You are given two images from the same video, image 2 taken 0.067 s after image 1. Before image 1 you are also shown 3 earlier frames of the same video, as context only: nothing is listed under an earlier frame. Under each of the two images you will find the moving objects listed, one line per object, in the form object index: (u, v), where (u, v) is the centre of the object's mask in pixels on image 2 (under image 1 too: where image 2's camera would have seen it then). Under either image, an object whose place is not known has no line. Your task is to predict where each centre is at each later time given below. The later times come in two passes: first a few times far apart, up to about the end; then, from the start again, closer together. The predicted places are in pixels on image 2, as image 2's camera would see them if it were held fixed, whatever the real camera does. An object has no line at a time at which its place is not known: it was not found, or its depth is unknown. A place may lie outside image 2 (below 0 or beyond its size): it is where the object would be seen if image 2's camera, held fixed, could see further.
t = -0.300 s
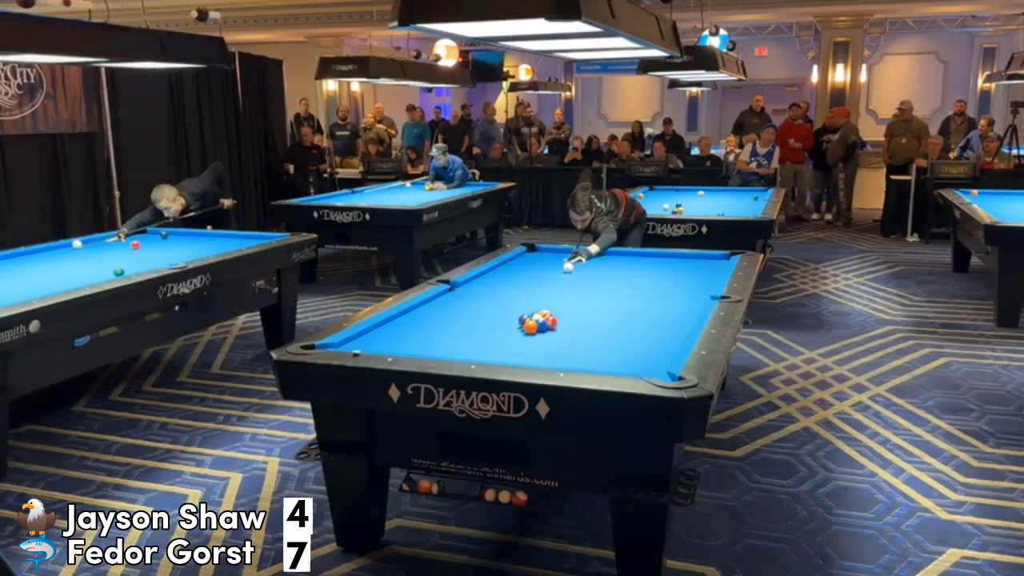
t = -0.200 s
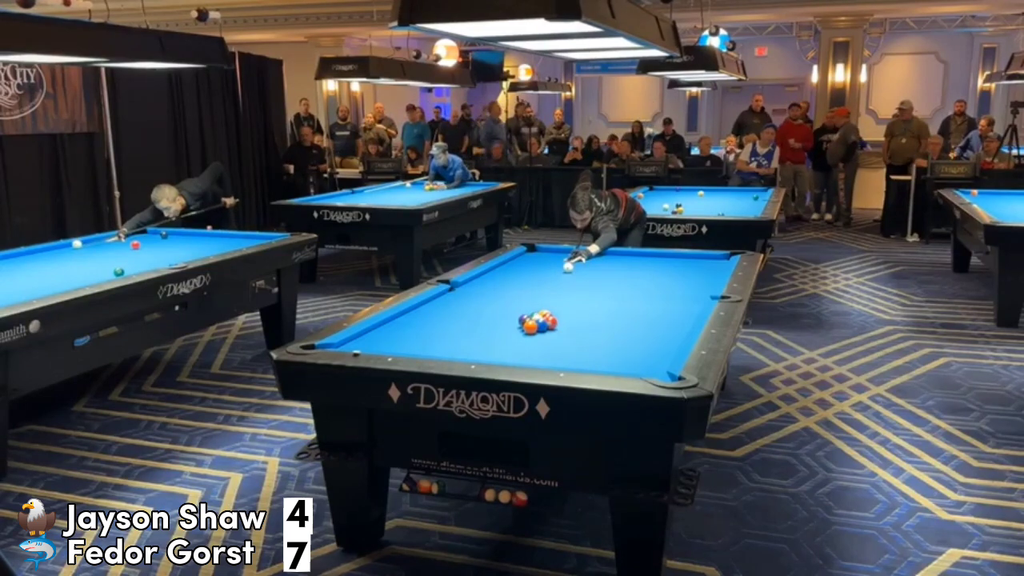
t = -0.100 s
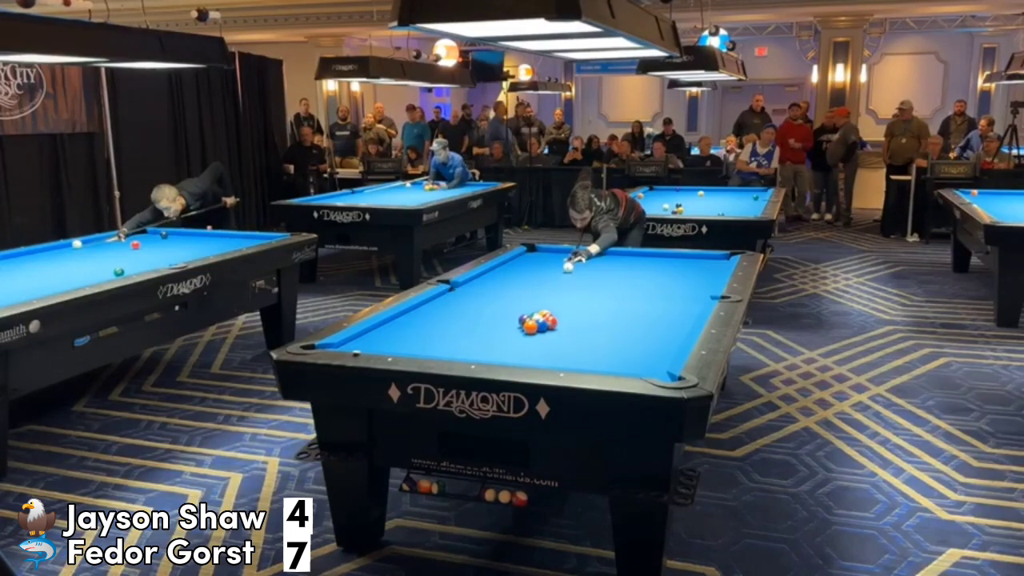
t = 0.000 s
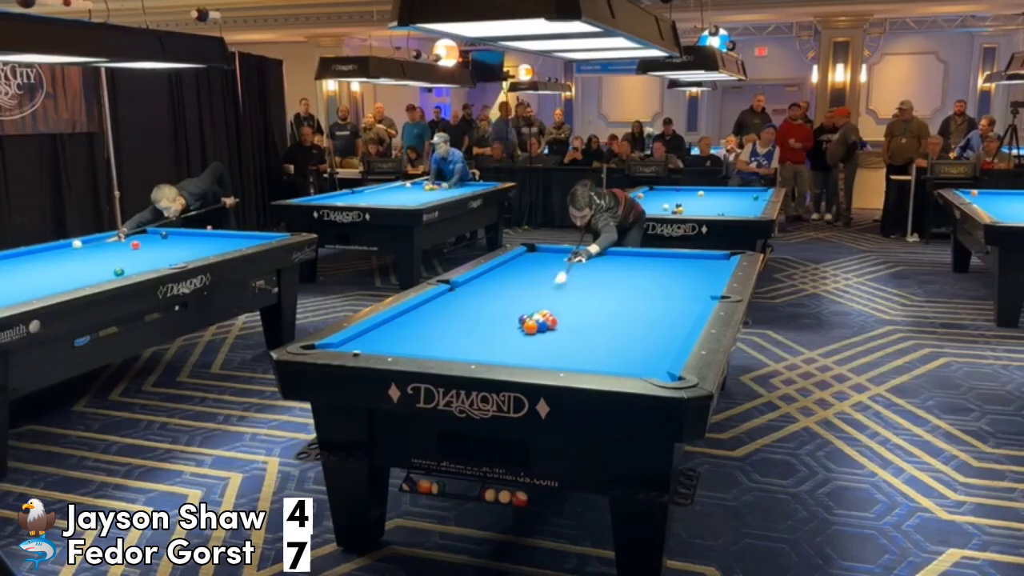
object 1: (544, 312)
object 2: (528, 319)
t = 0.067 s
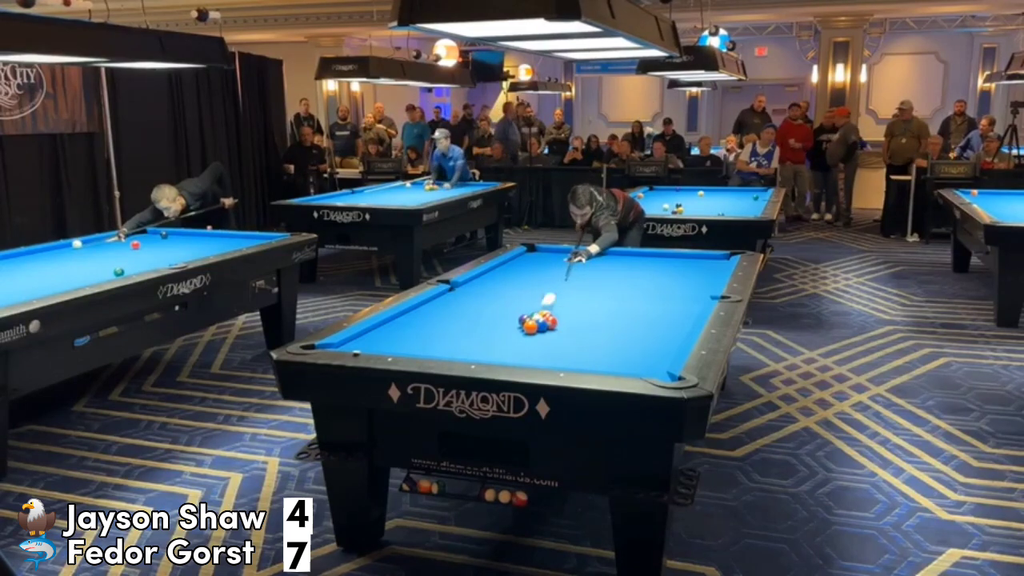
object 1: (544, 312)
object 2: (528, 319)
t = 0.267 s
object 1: (581, 312)
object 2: (496, 333)
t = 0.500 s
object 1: (625, 307)
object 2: (457, 342)
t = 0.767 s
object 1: (671, 301)
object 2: (374, 340)
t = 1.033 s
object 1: (703, 299)
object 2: (400, 344)
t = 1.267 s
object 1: (697, 303)
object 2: (448, 348)
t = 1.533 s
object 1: (691, 308)
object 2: (505, 354)
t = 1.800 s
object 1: (684, 313)
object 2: (545, 356)
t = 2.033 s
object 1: (679, 318)
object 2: (566, 354)
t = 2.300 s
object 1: (672, 322)
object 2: (586, 351)
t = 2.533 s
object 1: (667, 327)
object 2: (603, 349)
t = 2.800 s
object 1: (661, 331)
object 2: (621, 346)
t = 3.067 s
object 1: (655, 336)
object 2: (637, 344)
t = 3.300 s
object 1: (654, 337)
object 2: (648, 344)
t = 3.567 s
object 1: (653, 336)
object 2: (654, 347)
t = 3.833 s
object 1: (653, 337)
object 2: (660, 349)
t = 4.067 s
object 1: (653, 338)
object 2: (664, 351)
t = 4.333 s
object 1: (654, 338)
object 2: (668, 352)
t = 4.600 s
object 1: (653, 338)
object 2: (667, 353)
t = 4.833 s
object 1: (653, 338)
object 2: (666, 354)
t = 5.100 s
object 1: (653, 338)
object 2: (665, 354)
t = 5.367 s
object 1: (653, 338)
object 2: (665, 353)
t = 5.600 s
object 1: (653, 338)
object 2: (666, 354)
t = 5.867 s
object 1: (653, 338)
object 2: (666, 354)
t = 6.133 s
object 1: (653, 338)
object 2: (666, 354)
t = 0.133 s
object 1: (553, 313)
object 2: (522, 322)
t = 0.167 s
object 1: (561, 313)
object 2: (514, 327)
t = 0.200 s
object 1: (568, 313)
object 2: (507, 330)
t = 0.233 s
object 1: (575, 312)
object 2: (501, 331)
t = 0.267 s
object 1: (581, 312)
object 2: (496, 333)
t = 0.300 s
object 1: (588, 311)
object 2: (490, 334)
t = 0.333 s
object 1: (594, 310)
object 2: (485, 335)
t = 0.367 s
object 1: (600, 309)
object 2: (479, 337)
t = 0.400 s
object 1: (606, 309)
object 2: (473, 338)
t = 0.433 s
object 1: (613, 308)
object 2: (468, 340)
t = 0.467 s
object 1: (619, 307)
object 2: (462, 341)
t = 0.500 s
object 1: (625, 307)
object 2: (457, 342)
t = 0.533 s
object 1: (631, 306)
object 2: (451, 344)
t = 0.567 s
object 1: (637, 305)
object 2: (445, 346)
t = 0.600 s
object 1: (642, 305)
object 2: (436, 347)
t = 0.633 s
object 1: (648, 304)
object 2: (428, 346)
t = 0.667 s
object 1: (654, 303)
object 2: (413, 344)
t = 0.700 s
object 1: (659, 303)
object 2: (399, 342)
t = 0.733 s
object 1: (665, 302)
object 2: (387, 341)
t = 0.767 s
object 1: (671, 301)
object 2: (374, 340)
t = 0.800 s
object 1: (676, 301)
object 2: (362, 338)
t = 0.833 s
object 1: (682, 300)
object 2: (355, 338)
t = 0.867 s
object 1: (687, 299)
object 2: (364, 338)
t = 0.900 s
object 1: (693, 299)
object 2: (373, 339)
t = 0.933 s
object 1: (698, 298)
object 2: (380, 340)
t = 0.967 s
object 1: (703, 297)
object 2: (387, 340)
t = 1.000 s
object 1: (704, 298)
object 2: (394, 342)
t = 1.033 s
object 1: (703, 299)
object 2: (400, 344)
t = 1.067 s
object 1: (702, 299)
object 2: (407, 345)
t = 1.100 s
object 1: (701, 300)
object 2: (414, 345)
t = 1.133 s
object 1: (700, 301)
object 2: (420, 346)
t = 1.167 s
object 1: (699, 301)
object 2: (427, 347)
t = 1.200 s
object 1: (698, 302)
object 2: (434, 347)
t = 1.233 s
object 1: (698, 302)
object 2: (442, 348)
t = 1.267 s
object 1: (697, 303)
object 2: (448, 348)
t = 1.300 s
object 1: (696, 304)
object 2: (455, 349)
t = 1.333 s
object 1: (696, 304)
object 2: (462, 350)
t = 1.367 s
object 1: (695, 305)
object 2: (469, 351)
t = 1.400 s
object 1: (694, 306)
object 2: (476, 351)
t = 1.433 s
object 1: (693, 307)
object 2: (484, 352)
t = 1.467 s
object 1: (692, 307)
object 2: (491, 353)
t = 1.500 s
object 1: (691, 308)
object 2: (498, 353)
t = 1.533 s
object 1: (691, 308)
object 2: (505, 354)
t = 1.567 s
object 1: (690, 309)
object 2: (513, 355)
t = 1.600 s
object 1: (689, 310)
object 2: (519, 355)
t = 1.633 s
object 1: (688, 310)
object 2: (527, 356)
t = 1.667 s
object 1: (688, 311)
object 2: (534, 357)
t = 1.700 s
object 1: (687, 312)
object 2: (537, 357)
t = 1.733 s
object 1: (686, 312)
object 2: (540, 357)
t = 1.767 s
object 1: (685, 313)
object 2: (543, 356)
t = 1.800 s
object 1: (684, 313)
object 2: (545, 356)
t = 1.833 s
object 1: (684, 314)
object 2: (548, 356)
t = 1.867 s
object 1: (683, 314)
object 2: (551, 355)
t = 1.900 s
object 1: (682, 315)
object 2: (554, 355)
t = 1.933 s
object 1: (681, 316)
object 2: (557, 355)
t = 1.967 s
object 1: (680, 316)
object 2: (560, 354)
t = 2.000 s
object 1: (679, 317)
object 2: (563, 354)
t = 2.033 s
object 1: (679, 318)
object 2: (566, 354)
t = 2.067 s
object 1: (678, 318)
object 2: (568, 353)
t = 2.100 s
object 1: (677, 319)
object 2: (571, 353)
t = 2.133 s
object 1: (676, 320)
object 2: (574, 353)
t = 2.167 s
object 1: (676, 320)
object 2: (576, 352)
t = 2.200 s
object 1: (675, 321)
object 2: (579, 352)
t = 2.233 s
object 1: (674, 321)
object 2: (582, 352)
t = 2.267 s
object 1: (673, 322)
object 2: (584, 351)
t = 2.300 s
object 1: (672, 322)
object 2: (586, 351)
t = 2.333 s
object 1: (672, 323)
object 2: (589, 351)
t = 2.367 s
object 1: (671, 324)
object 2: (592, 351)
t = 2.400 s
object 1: (670, 324)
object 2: (594, 350)
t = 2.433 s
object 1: (669, 325)
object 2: (596, 350)
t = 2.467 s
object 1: (668, 325)
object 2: (599, 349)
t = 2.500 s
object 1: (668, 326)
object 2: (601, 349)
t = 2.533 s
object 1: (667, 327)
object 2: (603, 349)
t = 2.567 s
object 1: (666, 327)
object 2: (606, 348)
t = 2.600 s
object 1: (666, 328)
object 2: (608, 348)
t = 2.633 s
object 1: (665, 328)
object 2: (610, 348)
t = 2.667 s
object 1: (664, 329)
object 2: (613, 348)
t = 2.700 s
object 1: (664, 330)
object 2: (615, 348)
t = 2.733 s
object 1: (663, 330)
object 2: (617, 347)
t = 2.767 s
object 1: (662, 331)
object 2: (619, 347)
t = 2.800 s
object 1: (661, 331)
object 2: (621, 346)
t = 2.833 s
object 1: (660, 332)
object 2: (623, 346)
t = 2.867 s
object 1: (660, 332)
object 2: (625, 346)
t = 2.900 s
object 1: (659, 333)
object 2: (627, 346)
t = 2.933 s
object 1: (658, 334)
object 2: (629, 345)
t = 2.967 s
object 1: (657, 334)
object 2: (631, 345)
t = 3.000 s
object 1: (657, 335)
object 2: (633, 345)
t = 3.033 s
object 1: (656, 335)
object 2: (635, 345)
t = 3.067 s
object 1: (655, 336)
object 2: (637, 344)
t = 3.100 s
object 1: (655, 336)
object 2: (639, 344)
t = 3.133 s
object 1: (654, 337)
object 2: (641, 344)
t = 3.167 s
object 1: (654, 337)
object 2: (642, 344)
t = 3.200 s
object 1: (654, 337)
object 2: (644, 344)
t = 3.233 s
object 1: (654, 337)
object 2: (646, 343)
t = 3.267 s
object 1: (654, 336)
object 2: (647, 344)
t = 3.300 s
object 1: (654, 337)
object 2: (648, 344)
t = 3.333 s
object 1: (654, 336)
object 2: (649, 345)
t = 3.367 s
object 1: (654, 336)
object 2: (650, 345)
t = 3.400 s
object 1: (653, 336)
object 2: (651, 345)
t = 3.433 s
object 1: (654, 336)
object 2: (651, 345)
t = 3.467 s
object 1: (653, 336)
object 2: (652, 346)
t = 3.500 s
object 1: (653, 336)
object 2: (653, 346)
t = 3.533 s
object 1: (653, 336)
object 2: (654, 347)
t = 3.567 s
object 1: (653, 336)
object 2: (654, 347)
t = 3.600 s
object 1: (653, 336)
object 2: (655, 347)
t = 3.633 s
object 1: (653, 336)
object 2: (656, 347)
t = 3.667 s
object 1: (653, 336)
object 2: (656, 348)
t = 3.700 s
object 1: (653, 336)
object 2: (657, 348)
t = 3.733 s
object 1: (653, 337)
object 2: (658, 348)
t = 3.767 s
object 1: (653, 336)
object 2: (658, 349)
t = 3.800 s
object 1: (653, 337)
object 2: (659, 349)
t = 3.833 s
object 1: (653, 337)
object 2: (660, 349)
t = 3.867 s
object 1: (653, 337)
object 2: (661, 349)
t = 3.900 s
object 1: (653, 337)
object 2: (661, 350)
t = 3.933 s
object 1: (654, 337)
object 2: (662, 350)
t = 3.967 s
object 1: (653, 337)
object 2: (663, 350)
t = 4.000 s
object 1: (653, 337)
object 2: (663, 350)
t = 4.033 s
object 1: (653, 337)
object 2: (664, 351)
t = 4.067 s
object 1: (653, 338)
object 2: (664, 351)
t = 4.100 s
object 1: (653, 338)
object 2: (665, 351)
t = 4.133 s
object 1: (653, 338)
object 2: (665, 352)
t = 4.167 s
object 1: (653, 338)
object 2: (666, 352)
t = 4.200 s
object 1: (653, 338)
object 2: (666, 352)
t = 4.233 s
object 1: (653, 338)
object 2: (667, 352)
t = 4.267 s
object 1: (654, 338)
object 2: (667, 352)
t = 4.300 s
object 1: (654, 338)
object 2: (668, 352)
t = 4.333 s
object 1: (654, 338)
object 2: (668, 352)
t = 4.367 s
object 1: (654, 338)
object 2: (668, 353)
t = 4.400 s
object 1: (654, 338)
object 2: (669, 353)
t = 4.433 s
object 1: (654, 338)
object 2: (668, 353)
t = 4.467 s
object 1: (654, 338)
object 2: (668, 353)
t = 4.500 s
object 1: (654, 338)
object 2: (668, 353)
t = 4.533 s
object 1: (653, 338)
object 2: (667, 353)
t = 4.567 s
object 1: (653, 338)
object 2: (667, 353)
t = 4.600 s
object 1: (653, 338)
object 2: (667, 353)
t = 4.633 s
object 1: (653, 338)
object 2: (667, 353)
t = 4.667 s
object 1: (653, 338)
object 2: (667, 353)
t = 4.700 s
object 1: (653, 338)
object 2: (666, 354)
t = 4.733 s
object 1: (653, 338)
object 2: (666, 353)
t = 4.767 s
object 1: (653, 338)
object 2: (666, 353)
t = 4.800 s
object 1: (653, 337)
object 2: (666, 353)
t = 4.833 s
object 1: (653, 338)
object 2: (666, 354)
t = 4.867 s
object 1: (653, 338)
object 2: (665, 353)
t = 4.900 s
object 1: (653, 338)
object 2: (665, 354)
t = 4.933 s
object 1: (653, 338)
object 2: (665, 354)
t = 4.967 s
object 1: (653, 338)
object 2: (665, 354)
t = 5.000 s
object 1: (653, 338)
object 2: (665, 354)
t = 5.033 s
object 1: (653, 338)
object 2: (665, 354)
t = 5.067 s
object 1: (653, 338)
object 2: (665, 354)
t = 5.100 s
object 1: (653, 338)
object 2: (665, 354)
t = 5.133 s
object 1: (653, 338)
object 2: (665, 354)
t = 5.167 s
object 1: (653, 338)
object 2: (665, 354)
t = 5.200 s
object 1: (653, 338)
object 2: (665, 354)
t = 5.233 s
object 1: (653, 338)
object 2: (665, 354)
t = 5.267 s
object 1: (653, 338)
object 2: (665, 353)
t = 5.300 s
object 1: (653, 338)
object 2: (665, 353)
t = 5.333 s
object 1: (653, 338)
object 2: (665, 353)
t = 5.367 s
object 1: (653, 338)
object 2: (665, 353)
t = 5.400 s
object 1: (653, 338)
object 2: (665, 354)
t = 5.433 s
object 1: (653, 338)
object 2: (665, 354)
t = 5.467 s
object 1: (653, 338)
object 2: (665, 354)
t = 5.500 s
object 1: (653, 338)
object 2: (665, 354)
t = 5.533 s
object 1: (653, 338)
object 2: (666, 354)
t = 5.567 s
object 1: (653, 338)
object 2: (666, 354)
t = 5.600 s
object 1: (653, 338)
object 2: (666, 354)
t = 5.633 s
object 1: (653, 338)
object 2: (666, 354)
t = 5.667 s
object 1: (653, 338)
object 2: (666, 354)
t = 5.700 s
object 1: (653, 338)
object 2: (666, 354)
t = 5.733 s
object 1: (653, 338)
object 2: (666, 354)
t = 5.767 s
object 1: (653, 338)
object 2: (666, 354)
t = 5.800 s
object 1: (653, 338)
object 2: (666, 354)
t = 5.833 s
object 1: (653, 338)
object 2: (666, 354)
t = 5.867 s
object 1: (653, 338)
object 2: (666, 354)
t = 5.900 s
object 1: (653, 338)
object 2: (666, 354)
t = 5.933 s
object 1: (653, 338)
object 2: (666, 354)
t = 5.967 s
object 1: (653, 338)
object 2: (666, 354)
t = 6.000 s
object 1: (653, 338)
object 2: (666, 354)
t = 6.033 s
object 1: (653, 338)
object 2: (666, 354)
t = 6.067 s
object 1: (653, 338)
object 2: (666, 354)
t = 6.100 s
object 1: (653, 338)
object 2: (666, 354)
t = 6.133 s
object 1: (653, 338)
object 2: (666, 354)
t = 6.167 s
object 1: (653, 338)
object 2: (666, 354)
